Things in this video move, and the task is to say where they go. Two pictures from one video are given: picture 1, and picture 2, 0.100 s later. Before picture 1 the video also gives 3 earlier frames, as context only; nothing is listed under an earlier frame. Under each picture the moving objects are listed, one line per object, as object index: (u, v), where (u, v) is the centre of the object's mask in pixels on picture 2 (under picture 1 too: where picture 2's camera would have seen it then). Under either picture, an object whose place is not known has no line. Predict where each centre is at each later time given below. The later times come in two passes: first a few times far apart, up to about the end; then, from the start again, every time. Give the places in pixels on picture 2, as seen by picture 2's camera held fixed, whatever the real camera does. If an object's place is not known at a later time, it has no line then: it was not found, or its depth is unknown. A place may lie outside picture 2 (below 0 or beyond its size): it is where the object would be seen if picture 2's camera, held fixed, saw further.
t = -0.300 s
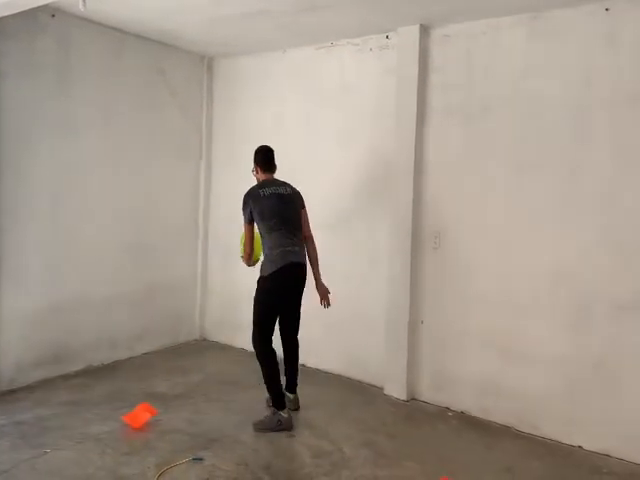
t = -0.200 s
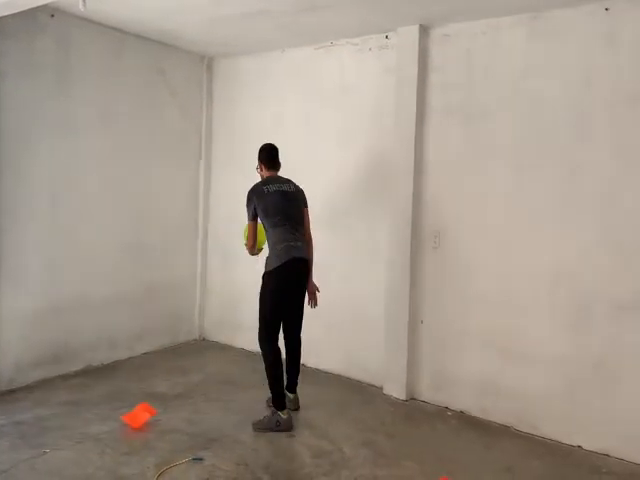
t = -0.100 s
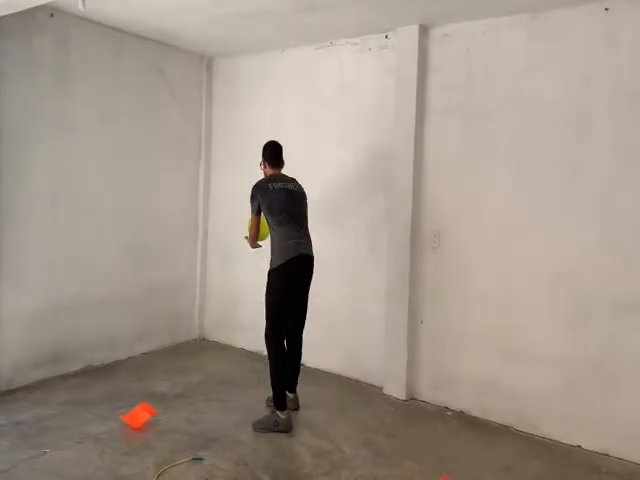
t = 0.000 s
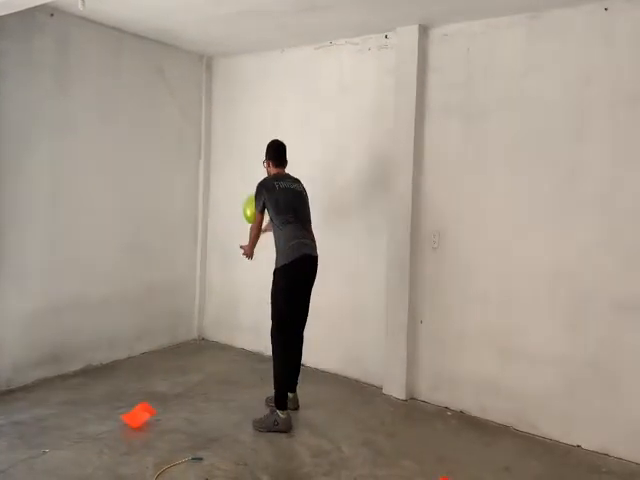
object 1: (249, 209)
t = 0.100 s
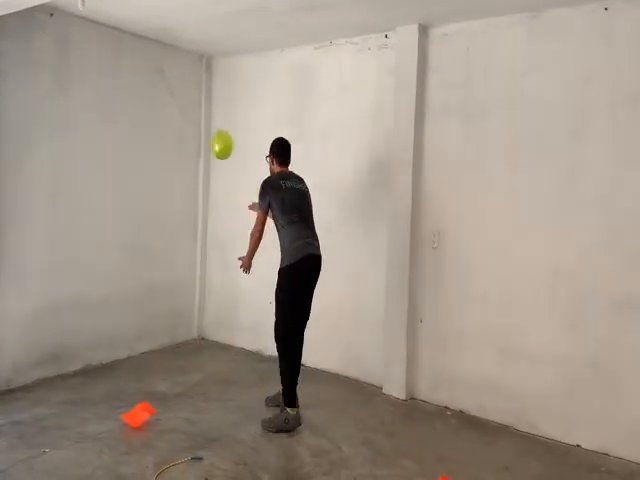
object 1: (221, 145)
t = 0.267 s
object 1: (174, 79)
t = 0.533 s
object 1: (133, 64)
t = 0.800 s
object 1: (167, 128)
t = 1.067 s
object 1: (195, 282)
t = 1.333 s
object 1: (206, 301)
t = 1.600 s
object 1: (209, 212)
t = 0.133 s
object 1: (212, 127)
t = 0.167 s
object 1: (202, 111)
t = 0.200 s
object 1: (192, 98)
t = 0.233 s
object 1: (183, 88)
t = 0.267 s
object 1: (174, 79)
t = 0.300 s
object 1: (165, 72)
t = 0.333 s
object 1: (156, 66)
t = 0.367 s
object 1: (148, 64)
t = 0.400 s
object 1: (140, 62)
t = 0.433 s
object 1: (132, 62)
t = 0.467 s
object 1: (125, 62)
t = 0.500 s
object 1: (129, 62)
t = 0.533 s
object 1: (133, 64)
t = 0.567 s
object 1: (137, 68)
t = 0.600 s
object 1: (142, 71)
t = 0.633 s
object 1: (146, 77)
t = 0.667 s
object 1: (150, 85)
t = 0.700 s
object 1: (154, 93)
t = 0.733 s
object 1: (159, 103)
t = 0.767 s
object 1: (163, 115)
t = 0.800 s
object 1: (167, 128)
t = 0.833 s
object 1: (171, 143)
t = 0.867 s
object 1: (175, 159)
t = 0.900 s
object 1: (179, 176)
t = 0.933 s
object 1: (182, 195)
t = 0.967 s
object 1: (185, 215)
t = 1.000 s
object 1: (189, 236)
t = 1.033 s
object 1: (192, 258)
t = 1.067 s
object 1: (195, 282)
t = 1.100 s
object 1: (198, 308)
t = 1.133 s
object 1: (200, 334)
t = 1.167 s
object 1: (202, 361)
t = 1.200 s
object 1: (204, 382)
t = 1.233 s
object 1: (205, 358)
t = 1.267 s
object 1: (205, 338)
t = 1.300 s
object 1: (206, 319)
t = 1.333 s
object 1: (206, 301)
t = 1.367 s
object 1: (207, 285)
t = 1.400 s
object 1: (207, 270)
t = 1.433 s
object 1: (208, 257)
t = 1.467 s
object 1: (208, 245)
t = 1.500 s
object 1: (208, 235)
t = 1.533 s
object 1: (209, 226)
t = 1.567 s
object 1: (208, 219)
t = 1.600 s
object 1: (209, 212)
